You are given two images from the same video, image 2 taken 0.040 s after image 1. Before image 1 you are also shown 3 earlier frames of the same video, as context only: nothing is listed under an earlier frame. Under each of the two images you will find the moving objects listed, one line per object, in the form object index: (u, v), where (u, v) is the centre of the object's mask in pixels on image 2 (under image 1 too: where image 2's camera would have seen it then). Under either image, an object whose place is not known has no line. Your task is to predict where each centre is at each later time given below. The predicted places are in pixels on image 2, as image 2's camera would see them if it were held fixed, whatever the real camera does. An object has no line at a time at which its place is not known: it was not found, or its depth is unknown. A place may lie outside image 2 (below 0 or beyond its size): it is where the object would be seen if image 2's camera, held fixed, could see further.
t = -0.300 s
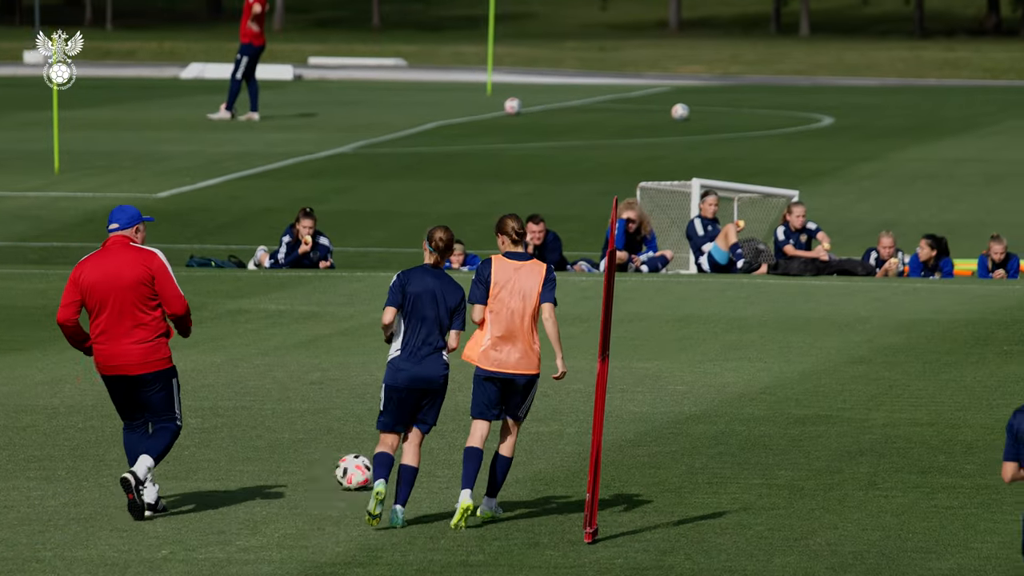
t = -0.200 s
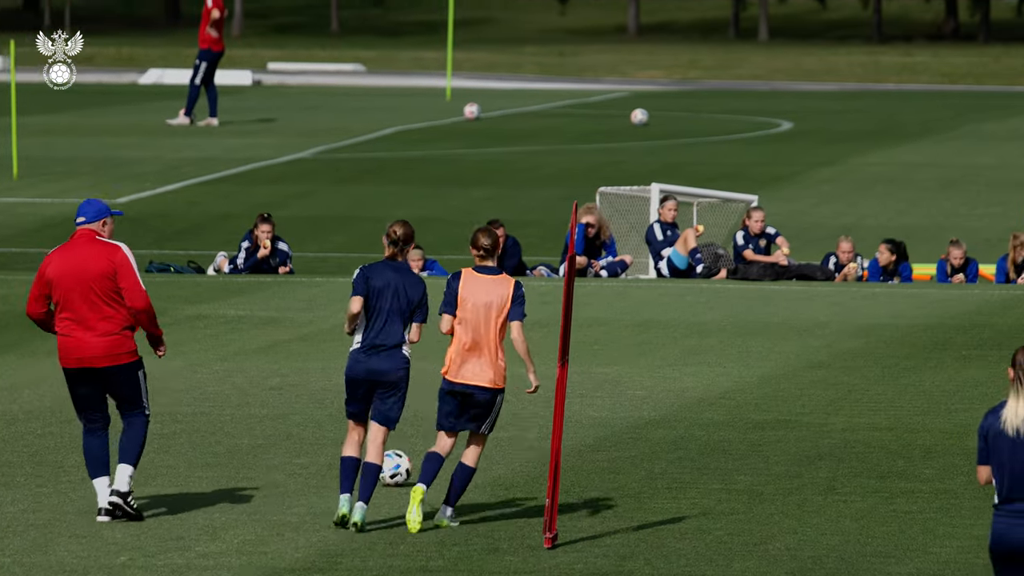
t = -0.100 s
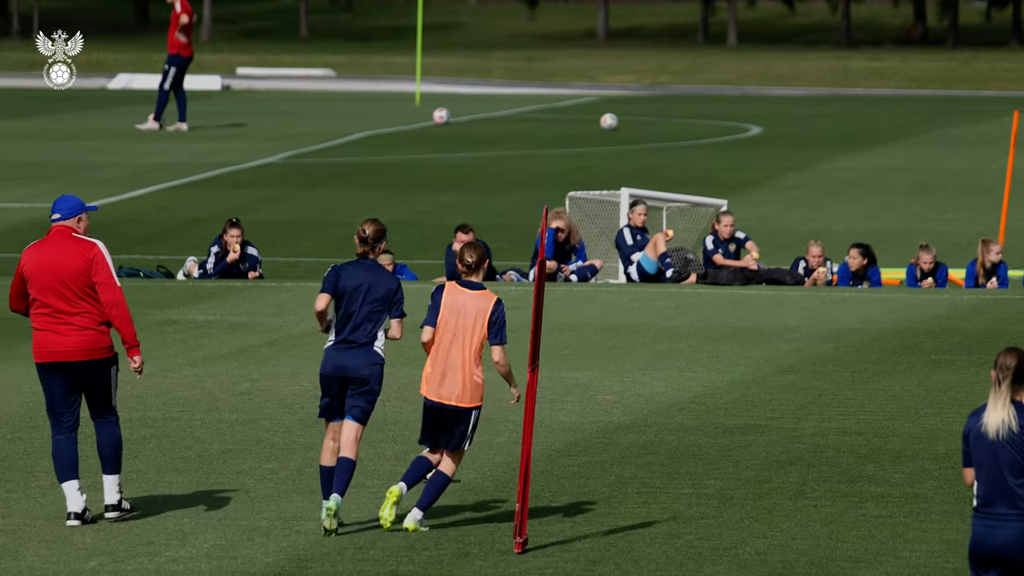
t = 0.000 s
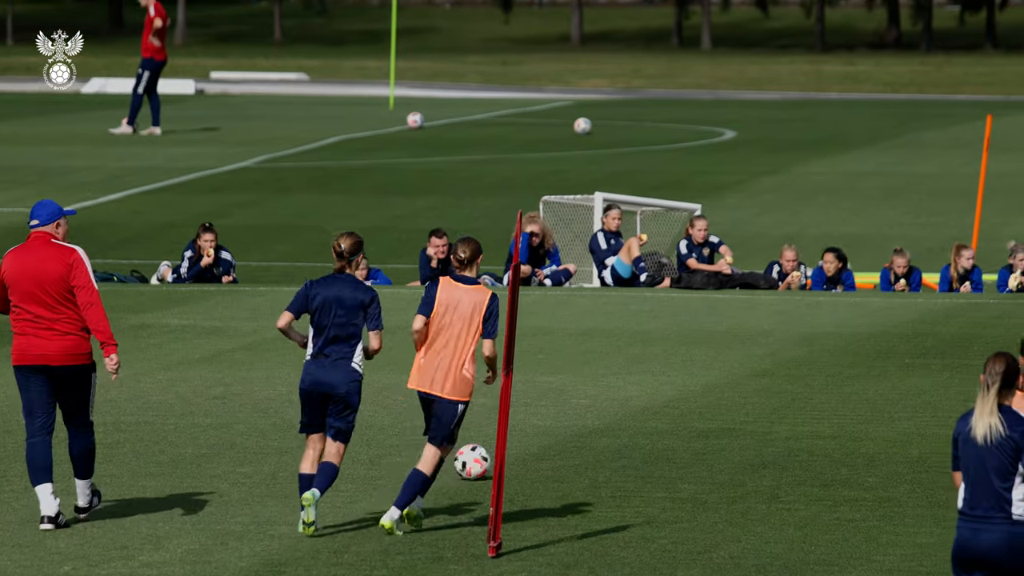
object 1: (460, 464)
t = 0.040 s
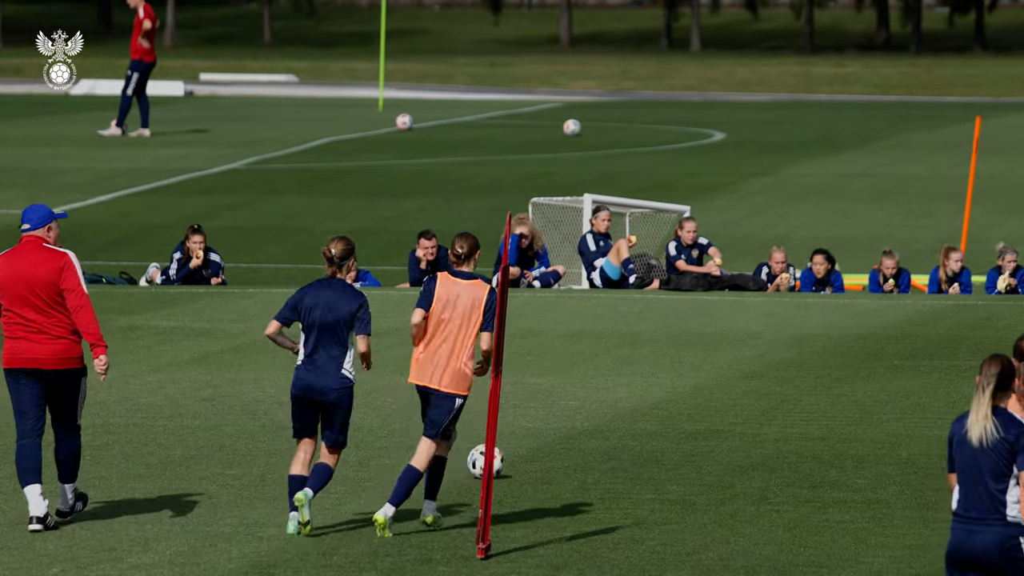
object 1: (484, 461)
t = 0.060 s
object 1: (503, 459)
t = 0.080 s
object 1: (509, 458)
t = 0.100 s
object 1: (520, 456)
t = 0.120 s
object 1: (531, 455)
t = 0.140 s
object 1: (542, 455)
